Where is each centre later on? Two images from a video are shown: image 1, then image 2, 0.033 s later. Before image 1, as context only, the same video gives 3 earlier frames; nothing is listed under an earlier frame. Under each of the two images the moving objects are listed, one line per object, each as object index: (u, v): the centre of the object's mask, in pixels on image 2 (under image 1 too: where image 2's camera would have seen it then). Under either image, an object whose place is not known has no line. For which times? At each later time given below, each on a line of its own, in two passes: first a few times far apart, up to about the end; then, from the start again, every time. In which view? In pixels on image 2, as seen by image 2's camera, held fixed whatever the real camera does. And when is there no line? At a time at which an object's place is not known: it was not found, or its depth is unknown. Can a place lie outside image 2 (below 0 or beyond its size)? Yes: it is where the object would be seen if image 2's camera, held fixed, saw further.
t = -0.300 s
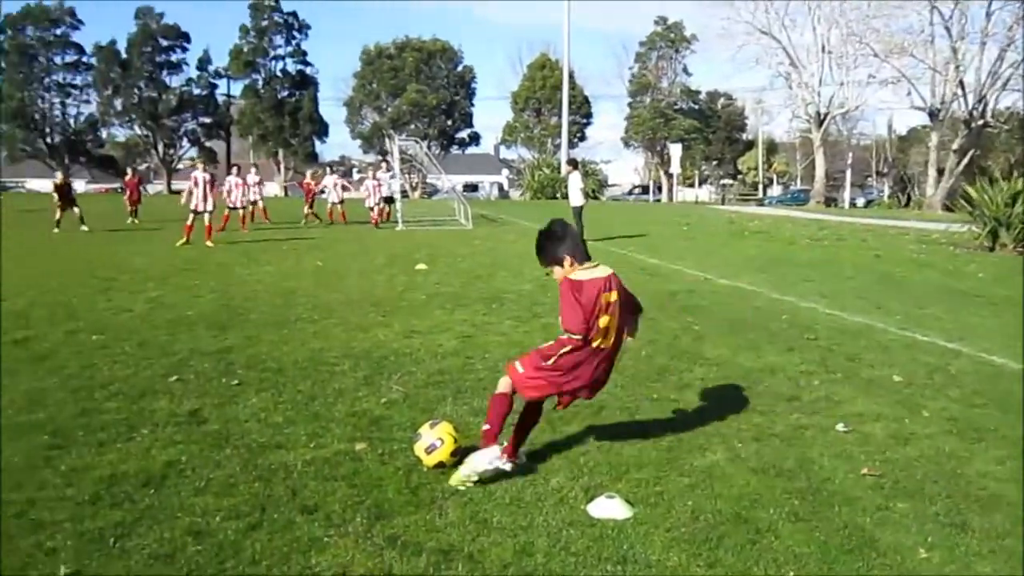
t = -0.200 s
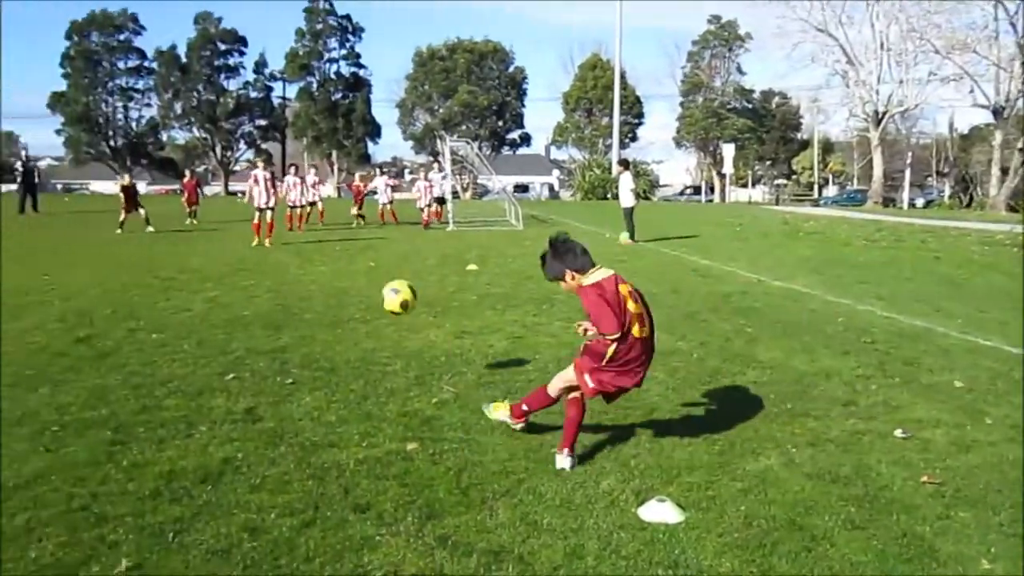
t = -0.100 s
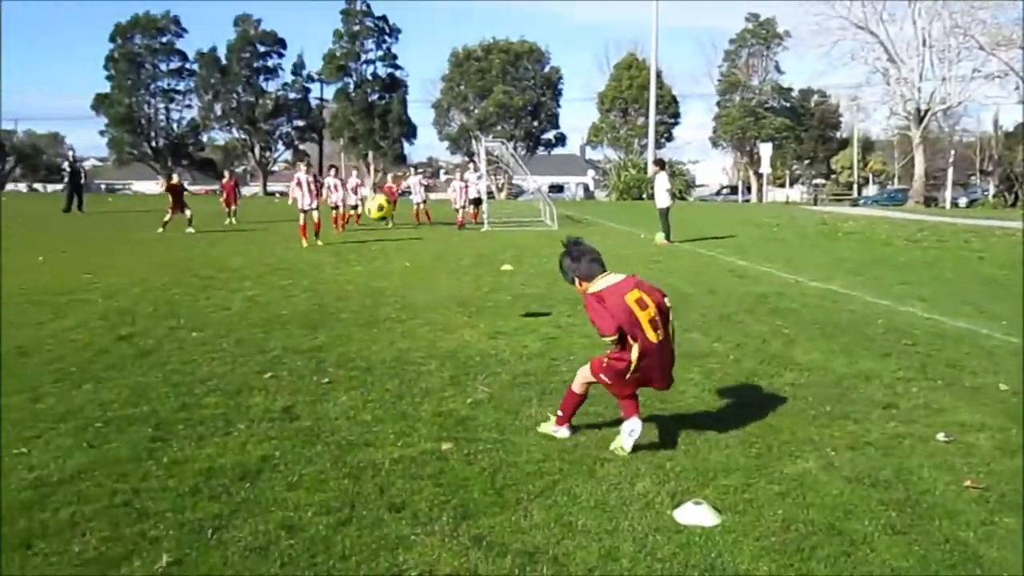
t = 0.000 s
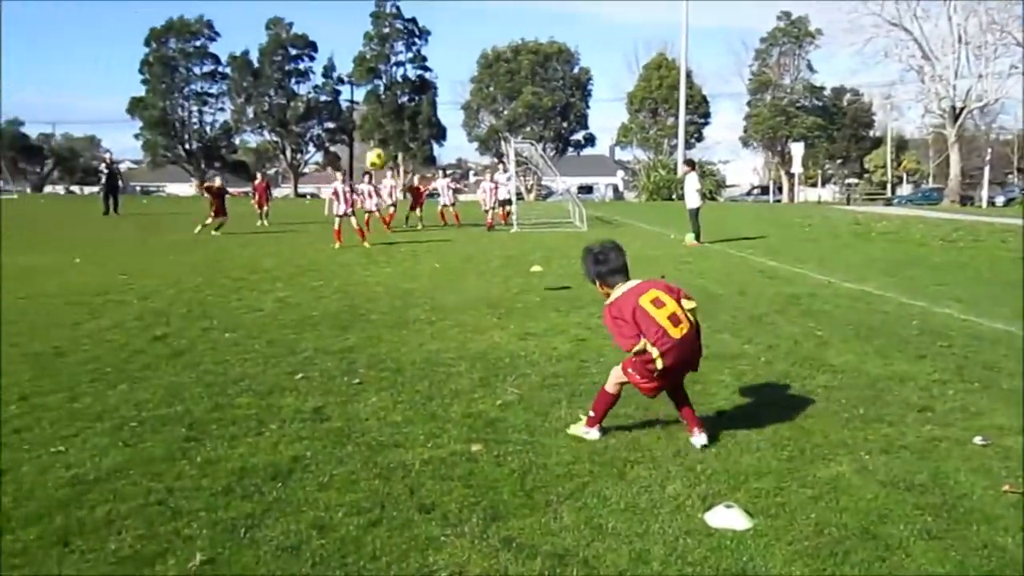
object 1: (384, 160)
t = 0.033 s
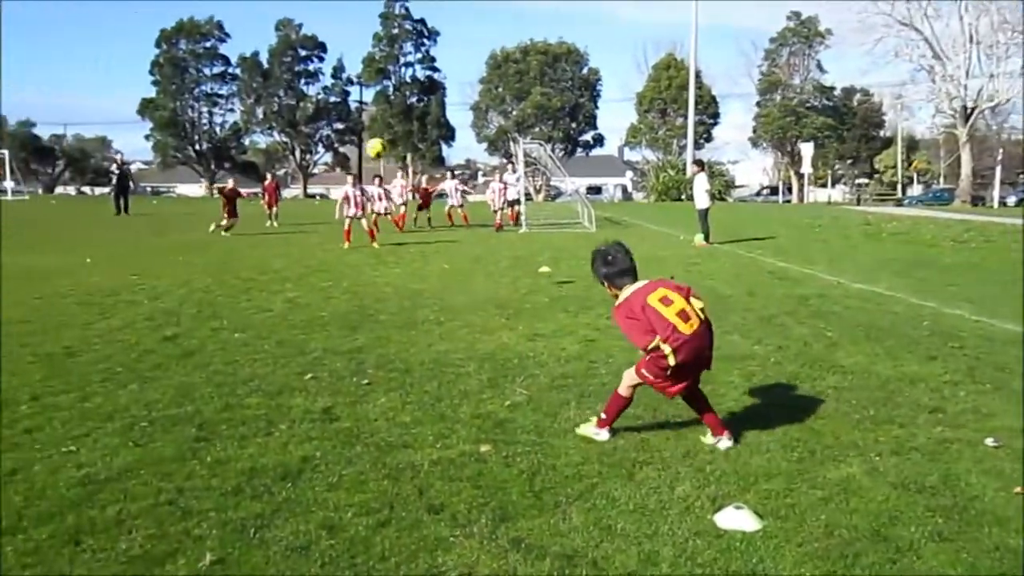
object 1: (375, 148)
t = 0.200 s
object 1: (348, 115)
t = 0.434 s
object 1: (330, 107)
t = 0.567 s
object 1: (319, 112)
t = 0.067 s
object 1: (369, 139)
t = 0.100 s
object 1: (361, 131)
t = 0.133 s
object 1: (357, 125)
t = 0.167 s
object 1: (352, 119)
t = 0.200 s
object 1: (348, 115)
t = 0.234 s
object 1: (344, 112)
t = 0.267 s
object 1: (341, 110)
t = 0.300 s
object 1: (338, 109)
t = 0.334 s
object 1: (335, 107)
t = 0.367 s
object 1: (332, 106)
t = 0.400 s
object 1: (332, 107)
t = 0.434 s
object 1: (330, 107)
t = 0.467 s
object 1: (325, 107)
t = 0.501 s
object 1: (323, 109)
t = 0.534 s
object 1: (322, 110)
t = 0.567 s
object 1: (319, 112)
